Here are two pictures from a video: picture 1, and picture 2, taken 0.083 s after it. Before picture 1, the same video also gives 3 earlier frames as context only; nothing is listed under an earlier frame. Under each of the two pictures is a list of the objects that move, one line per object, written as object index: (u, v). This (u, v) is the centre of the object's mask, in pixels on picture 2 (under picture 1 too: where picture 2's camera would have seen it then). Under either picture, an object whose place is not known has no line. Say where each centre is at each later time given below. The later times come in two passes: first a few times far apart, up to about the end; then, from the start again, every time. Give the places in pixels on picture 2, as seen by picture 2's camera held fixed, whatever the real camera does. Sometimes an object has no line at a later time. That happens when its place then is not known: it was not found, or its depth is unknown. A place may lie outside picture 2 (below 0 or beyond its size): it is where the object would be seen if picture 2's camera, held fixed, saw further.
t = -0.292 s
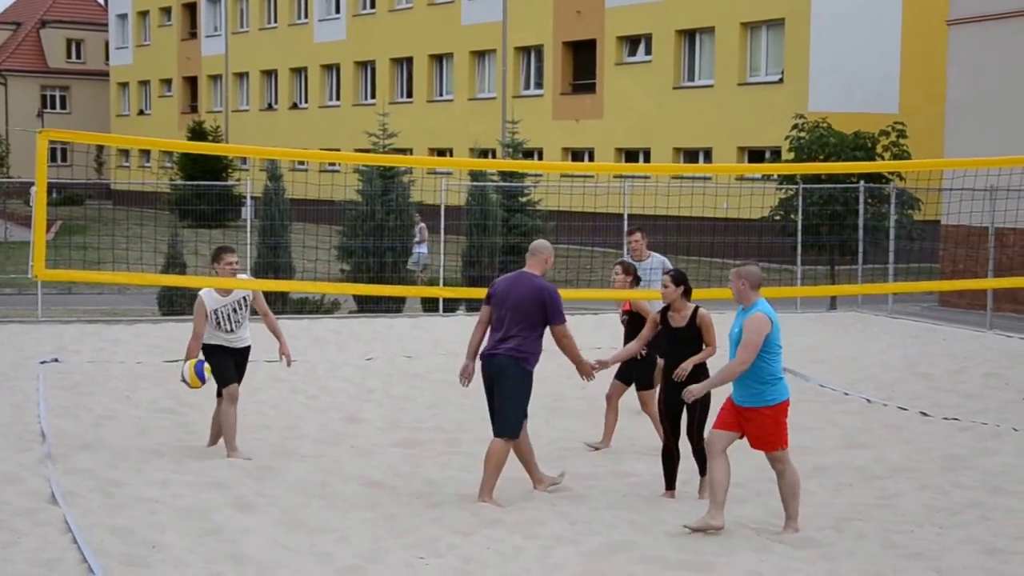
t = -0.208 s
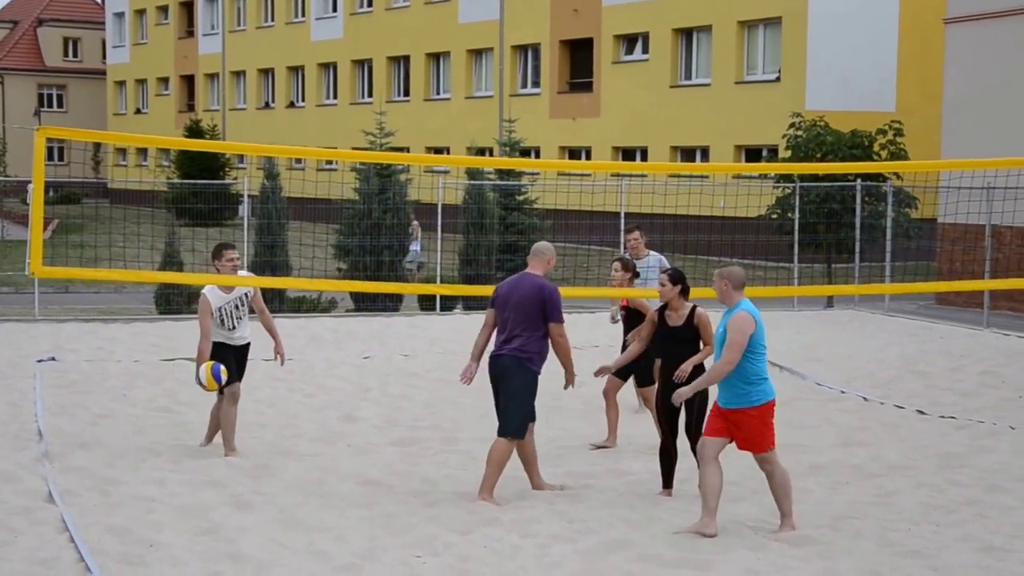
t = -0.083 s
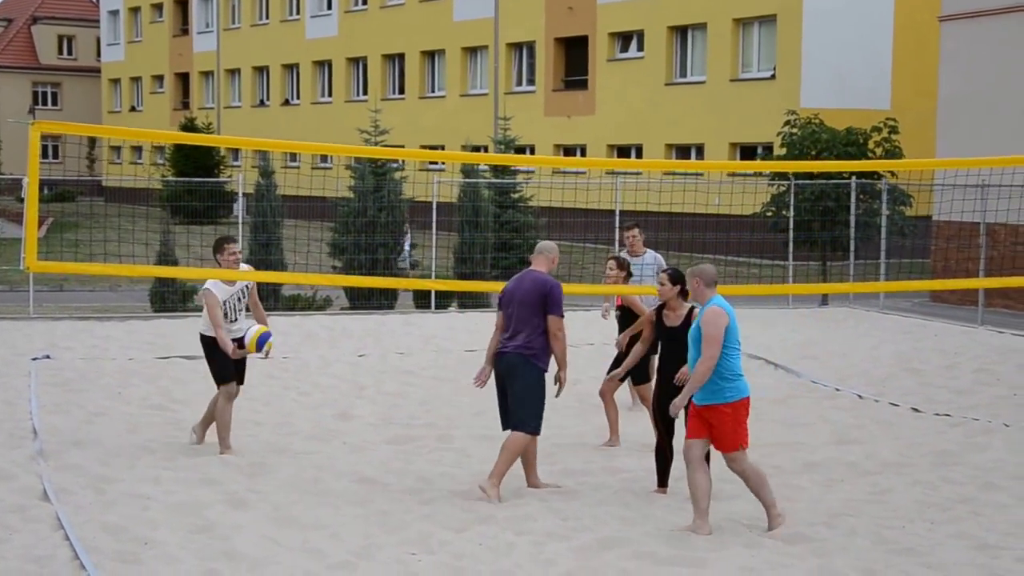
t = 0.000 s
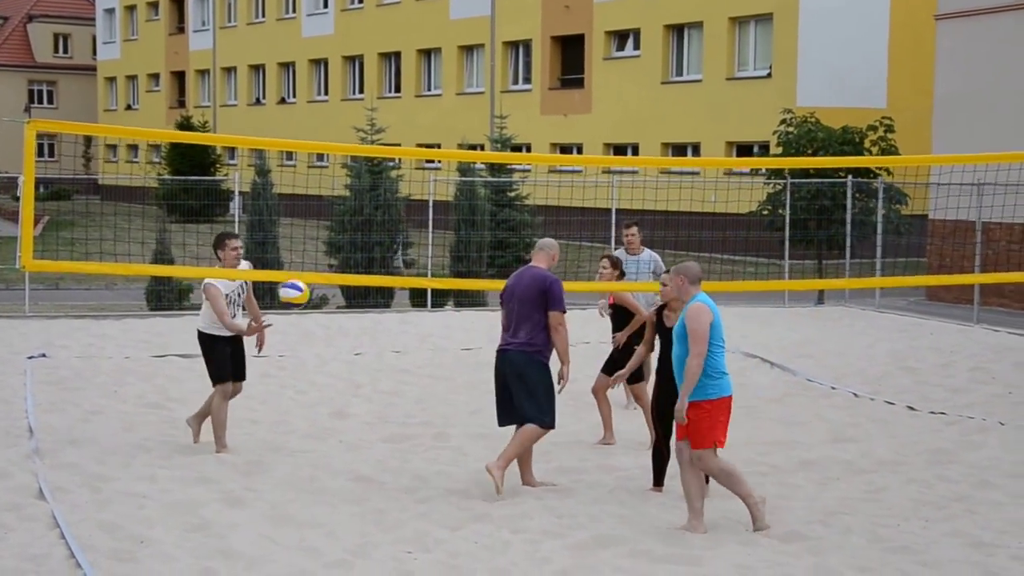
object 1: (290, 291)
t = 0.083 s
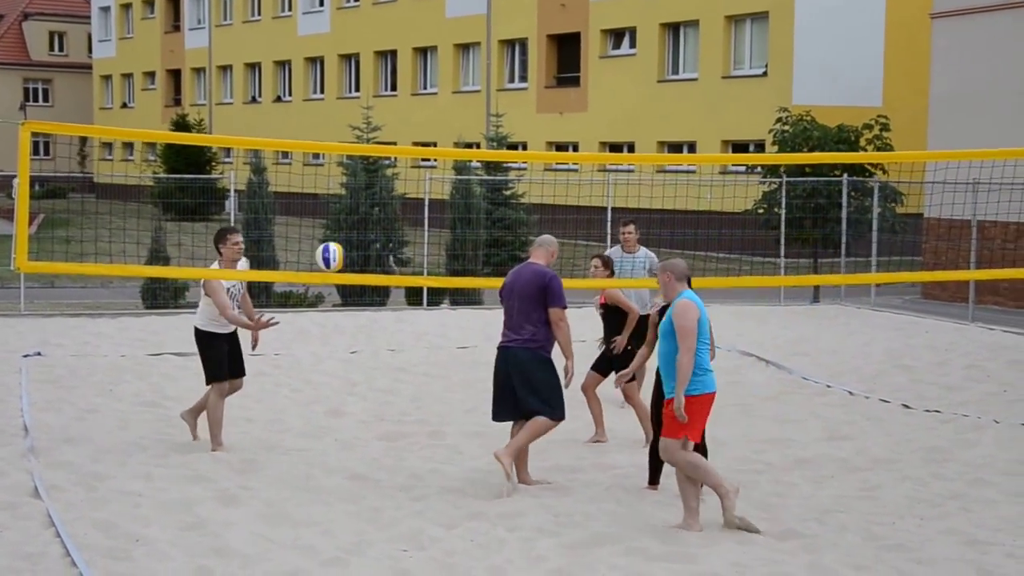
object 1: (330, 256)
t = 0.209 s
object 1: (392, 220)
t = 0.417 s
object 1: (500, 202)
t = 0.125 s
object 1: (350, 242)
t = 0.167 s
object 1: (370, 230)
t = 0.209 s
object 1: (392, 220)
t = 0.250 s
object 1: (413, 211)
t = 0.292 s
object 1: (435, 206)
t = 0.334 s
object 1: (457, 202)
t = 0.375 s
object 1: (478, 201)
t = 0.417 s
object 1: (500, 202)
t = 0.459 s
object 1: (522, 207)
